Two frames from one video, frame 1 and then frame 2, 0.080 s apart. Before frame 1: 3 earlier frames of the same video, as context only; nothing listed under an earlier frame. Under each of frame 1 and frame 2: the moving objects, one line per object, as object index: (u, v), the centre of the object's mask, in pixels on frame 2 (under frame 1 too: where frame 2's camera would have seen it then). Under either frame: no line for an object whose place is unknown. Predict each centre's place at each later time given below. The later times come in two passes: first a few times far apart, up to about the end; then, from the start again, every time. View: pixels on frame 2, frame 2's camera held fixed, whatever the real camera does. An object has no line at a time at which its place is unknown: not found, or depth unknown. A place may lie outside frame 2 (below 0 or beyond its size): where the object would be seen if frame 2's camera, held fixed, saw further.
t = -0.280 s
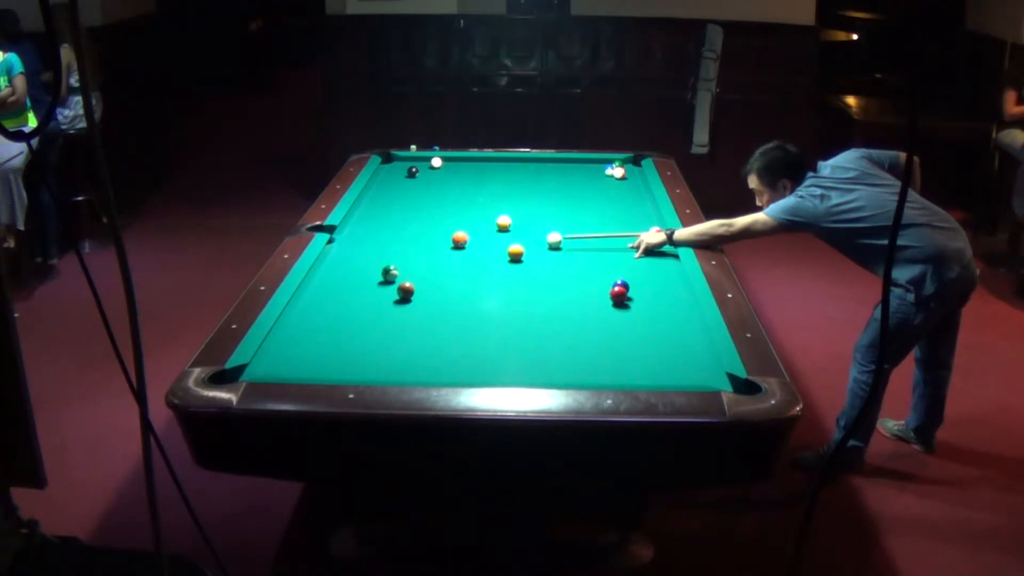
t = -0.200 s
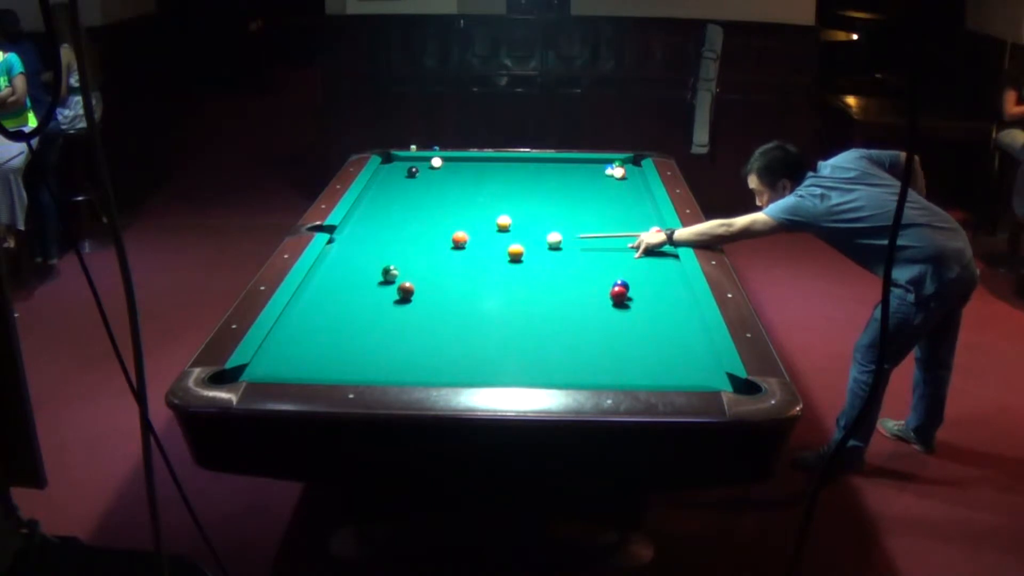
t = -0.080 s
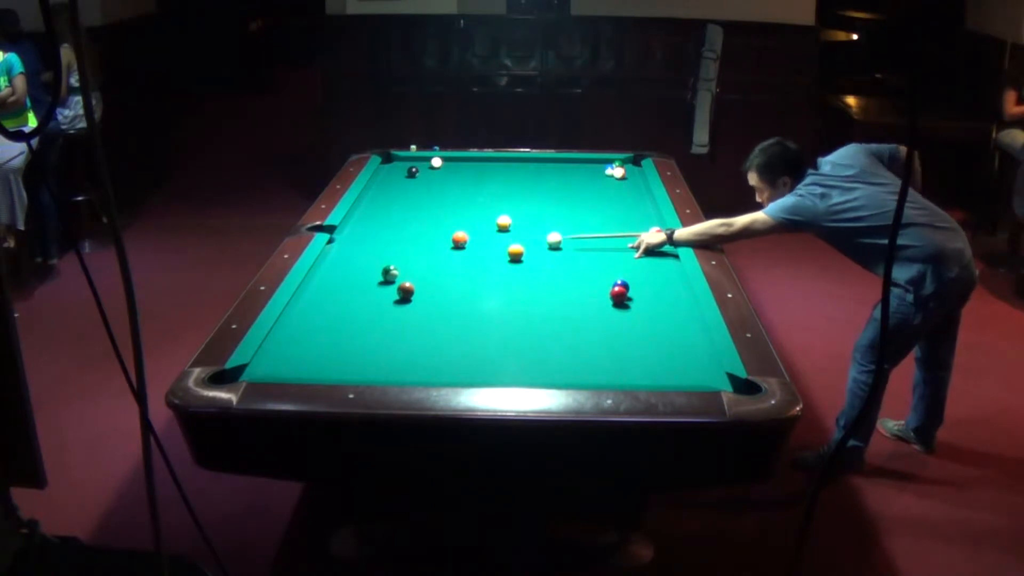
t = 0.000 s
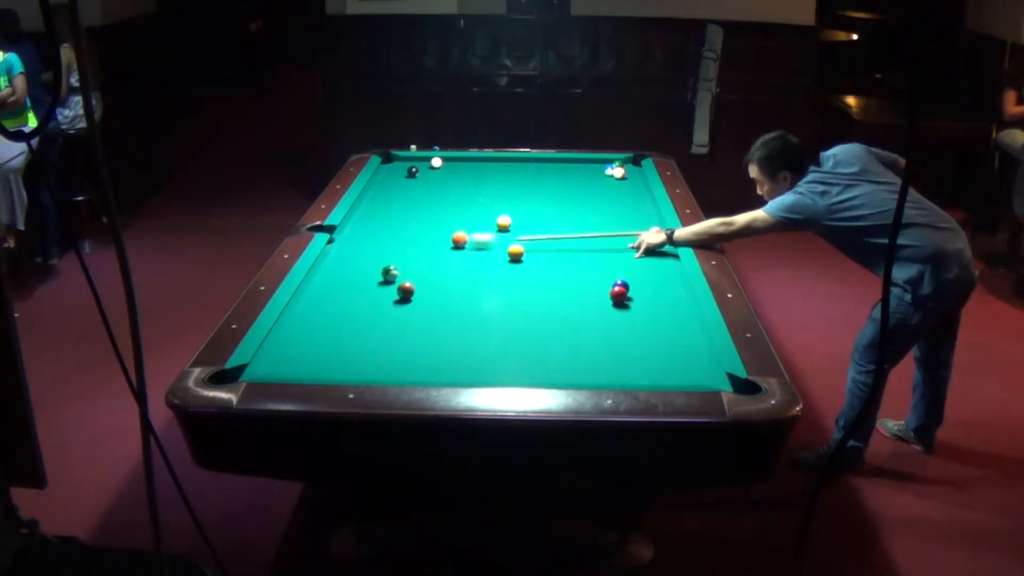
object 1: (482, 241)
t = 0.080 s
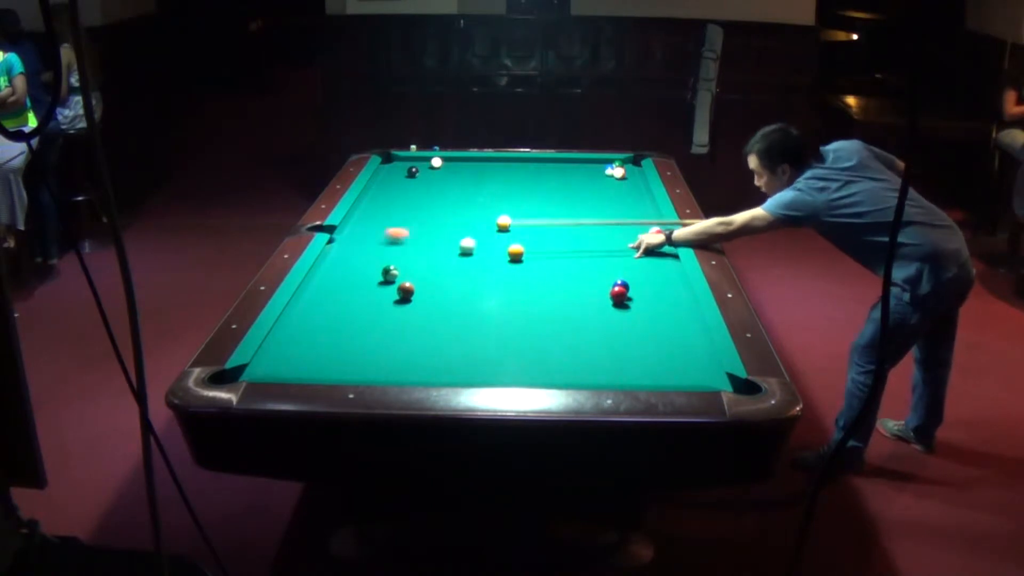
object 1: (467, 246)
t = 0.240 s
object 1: (435, 256)
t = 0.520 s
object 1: (340, 274)
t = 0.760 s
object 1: (336, 292)
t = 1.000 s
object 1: (374, 314)
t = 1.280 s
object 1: (423, 342)
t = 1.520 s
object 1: (469, 368)
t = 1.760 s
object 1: (520, 371)
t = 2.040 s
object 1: (572, 352)
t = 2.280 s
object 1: (612, 338)
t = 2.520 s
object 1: (648, 325)
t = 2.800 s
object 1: (685, 311)
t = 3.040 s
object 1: (670, 300)
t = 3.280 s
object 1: (646, 291)
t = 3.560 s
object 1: (632, 282)
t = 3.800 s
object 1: (624, 275)
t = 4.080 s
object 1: (617, 267)
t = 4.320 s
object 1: (611, 262)
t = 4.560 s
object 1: (606, 257)
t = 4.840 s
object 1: (601, 252)
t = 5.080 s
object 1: (597, 248)
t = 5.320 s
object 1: (594, 245)
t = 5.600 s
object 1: (591, 241)
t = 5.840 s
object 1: (589, 239)
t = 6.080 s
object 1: (587, 237)
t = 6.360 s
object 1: (586, 236)
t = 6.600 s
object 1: (585, 235)
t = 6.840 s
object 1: (584, 235)
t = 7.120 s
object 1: (584, 235)
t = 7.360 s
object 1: (584, 235)
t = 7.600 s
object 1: (584, 235)
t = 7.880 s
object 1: (584, 235)
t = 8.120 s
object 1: (584, 235)
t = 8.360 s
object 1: (584, 235)
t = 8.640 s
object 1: (584, 234)
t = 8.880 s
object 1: (584, 234)
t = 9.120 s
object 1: (584, 234)
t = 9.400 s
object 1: (584, 235)
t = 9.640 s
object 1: (584, 235)
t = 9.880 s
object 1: (584, 235)
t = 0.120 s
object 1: (461, 249)
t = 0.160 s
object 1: (454, 251)
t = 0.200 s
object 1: (445, 254)
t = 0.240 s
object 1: (435, 256)
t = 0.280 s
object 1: (422, 259)
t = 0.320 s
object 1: (410, 261)
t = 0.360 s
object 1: (397, 262)
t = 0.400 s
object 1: (381, 265)
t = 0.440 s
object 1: (368, 269)
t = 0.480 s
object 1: (354, 271)
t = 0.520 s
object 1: (340, 274)
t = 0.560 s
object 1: (325, 276)
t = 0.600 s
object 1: (313, 279)
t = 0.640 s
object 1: (319, 282)
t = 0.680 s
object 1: (325, 286)
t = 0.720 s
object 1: (330, 289)
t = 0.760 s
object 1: (336, 292)
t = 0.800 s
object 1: (342, 295)
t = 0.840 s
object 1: (349, 299)
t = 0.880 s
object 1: (355, 302)
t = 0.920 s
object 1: (361, 307)
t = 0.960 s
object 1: (367, 310)
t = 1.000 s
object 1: (374, 314)
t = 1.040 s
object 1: (381, 318)
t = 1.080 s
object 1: (387, 321)
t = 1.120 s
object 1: (394, 325)
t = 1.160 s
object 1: (401, 329)
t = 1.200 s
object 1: (408, 333)
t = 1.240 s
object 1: (415, 337)
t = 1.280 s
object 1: (423, 342)
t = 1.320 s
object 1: (430, 346)
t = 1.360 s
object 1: (438, 350)
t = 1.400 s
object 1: (445, 354)
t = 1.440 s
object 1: (453, 358)
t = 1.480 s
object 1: (461, 363)
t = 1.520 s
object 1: (469, 368)
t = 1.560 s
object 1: (478, 371)
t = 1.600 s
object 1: (486, 373)
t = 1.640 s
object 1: (495, 375)
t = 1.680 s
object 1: (503, 374)
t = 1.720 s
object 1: (511, 372)
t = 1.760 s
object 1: (520, 371)
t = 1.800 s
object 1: (527, 369)
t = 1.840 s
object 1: (535, 366)
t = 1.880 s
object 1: (543, 362)
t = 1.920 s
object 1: (550, 359)
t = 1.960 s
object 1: (558, 357)
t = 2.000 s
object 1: (565, 354)
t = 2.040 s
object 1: (572, 352)
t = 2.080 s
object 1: (579, 349)
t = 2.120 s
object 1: (586, 347)
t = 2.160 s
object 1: (593, 345)
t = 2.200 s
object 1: (599, 342)
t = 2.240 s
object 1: (605, 340)
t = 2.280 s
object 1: (612, 338)
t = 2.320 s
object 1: (618, 335)
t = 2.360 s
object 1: (624, 333)
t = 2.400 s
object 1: (630, 331)
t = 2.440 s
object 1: (636, 329)
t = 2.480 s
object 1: (642, 327)
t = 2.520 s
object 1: (648, 325)
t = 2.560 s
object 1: (653, 323)
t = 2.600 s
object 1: (659, 321)
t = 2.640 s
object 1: (664, 318)
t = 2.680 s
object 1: (670, 317)
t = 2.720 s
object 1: (675, 315)
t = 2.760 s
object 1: (680, 313)
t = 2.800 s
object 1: (685, 311)
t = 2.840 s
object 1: (690, 309)
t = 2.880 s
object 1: (687, 307)
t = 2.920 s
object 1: (682, 305)
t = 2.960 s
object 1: (678, 304)
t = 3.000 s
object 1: (674, 302)
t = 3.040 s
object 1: (670, 300)
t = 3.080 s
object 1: (666, 299)
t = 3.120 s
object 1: (661, 297)
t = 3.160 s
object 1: (657, 296)
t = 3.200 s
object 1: (653, 294)
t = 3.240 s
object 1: (649, 293)
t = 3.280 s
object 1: (646, 291)
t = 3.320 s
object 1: (642, 290)
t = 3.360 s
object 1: (638, 288)
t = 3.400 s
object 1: (637, 287)
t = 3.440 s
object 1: (636, 286)
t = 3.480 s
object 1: (634, 284)
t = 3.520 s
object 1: (633, 283)
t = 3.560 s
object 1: (632, 282)
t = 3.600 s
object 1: (631, 280)
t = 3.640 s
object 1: (629, 279)
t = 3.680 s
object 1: (628, 278)
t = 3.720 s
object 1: (627, 277)
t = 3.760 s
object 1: (626, 276)
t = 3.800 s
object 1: (624, 275)
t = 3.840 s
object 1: (623, 273)
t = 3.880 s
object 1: (622, 272)
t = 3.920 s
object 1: (621, 271)
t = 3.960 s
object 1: (620, 270)
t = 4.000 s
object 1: (619, 269)
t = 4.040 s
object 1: (618, 268)
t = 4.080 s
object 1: (617, 267)
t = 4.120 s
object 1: (616, 266)
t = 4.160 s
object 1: (615, 265)
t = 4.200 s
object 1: (614, 264)
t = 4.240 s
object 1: (613, 264)
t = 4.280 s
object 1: (612, 263)
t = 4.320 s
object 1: (611, 262)
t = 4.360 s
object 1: (610, 261)
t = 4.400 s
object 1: (609, 260)
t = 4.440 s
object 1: (609, 259)
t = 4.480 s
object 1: (608, 258)
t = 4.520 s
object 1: (607, 258)
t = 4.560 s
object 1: (606, 257)
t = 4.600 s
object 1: (605, 256)
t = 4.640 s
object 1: (605, 255)
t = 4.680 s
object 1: (604, 255)
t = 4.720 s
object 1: (603, 254)
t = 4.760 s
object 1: (602, 253)
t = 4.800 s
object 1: (602, 252)
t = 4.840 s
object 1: (601, 252)
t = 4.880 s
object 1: (600, 251)
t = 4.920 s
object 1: (599, 251)
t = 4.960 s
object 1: (599, 250)
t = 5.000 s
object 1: (598, 249)
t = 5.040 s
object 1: (597, 249)
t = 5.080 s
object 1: (597, 248)
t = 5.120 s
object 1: (596, 247)
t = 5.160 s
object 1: (596, 247)
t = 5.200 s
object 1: (595, 246)
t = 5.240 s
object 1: (595, 246)
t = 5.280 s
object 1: (594, 245)
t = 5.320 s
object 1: (594, 245)
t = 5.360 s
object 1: (593, 244)
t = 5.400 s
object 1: (593, 244)
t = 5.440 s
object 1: (592, 243)
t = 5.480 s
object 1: (592, 243)
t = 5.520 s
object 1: (592, 242)
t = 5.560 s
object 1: (591, 242)
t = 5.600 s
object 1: (591, 241)
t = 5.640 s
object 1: (590, 241)
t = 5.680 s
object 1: (590, 241)
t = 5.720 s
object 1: (590, 240)
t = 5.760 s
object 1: (589, 240)
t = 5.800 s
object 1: (589, 239)
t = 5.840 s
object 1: (589, 239)
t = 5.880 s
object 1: (589, 239)
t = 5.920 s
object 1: (588, 238)
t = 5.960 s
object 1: (588, 238)
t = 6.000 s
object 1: (588, 238)
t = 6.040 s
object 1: (588, 238)
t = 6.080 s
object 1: (587, 237)
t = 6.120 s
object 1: (587, 237)
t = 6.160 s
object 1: (587, 237)
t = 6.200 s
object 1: (587, 236)
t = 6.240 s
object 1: (586, 236)
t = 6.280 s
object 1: (586, 236)
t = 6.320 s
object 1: (586, 236)
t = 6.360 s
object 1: (586, 236)
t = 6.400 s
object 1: (585, 235)
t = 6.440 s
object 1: (585, 235)
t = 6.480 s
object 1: (585, 235)
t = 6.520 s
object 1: (585, 235)
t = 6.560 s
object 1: (585, 235)
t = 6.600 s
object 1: (585, 235)
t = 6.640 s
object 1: (584, 235)
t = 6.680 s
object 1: (584, 235)
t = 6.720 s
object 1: (584, 235)
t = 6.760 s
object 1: (584, 235)
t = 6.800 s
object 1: (584, 235)
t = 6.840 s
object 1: (584, 235)
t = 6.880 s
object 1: (584, 235)
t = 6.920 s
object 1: (584, 235)
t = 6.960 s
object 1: (584, 235)
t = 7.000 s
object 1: (584, 235)
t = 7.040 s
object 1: (584, 235)
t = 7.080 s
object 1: (584, 235)
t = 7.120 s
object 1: (584, 235)
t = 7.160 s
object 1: (584, 235)
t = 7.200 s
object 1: (584, 235)
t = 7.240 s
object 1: (584, 235)
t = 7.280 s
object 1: (584, 235)
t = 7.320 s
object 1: (584, 235)
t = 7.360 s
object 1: (584, 235)
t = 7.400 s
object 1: (584, 235)
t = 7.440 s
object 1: (584, 235)
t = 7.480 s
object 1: (584, 235)
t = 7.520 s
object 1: (584, 235)
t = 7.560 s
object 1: (584, 235)
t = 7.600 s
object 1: (584, 235)
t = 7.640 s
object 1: (584, 235)
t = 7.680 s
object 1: (584, 235)
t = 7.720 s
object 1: (584, 235)
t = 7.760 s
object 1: (584, 235)
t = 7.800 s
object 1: (584, 235)
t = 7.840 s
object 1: (584, 235)
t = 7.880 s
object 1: (584, 235)
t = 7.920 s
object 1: (584, 235)
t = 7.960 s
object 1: (584, 235)
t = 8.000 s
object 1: (584, 235)
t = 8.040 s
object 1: (584, 235)
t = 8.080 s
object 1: (584, 235)
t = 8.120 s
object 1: (584, 235)
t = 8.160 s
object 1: (584, 235)
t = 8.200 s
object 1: (584, 235)
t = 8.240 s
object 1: (584, 235)
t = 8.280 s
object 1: (584, 235)
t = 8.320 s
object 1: (584, 235)
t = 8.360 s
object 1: (584, 235)
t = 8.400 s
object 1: (584, 235)
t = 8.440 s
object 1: (584, 234)
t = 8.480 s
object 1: (584, 234)
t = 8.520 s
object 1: (584, 234)
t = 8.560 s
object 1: (584, 234)
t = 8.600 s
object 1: (584, 234)
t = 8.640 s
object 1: (584, 234)
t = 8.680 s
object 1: (584, 235)
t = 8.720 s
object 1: (584, 235)
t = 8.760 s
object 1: (584, 234)
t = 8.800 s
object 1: (584, 234)
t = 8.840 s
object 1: (584, 234)
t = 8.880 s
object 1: (584, 234)
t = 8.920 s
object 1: (584, 234)
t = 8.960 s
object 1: (584, 234)
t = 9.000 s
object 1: (584, 234)
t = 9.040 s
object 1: (584, 234)
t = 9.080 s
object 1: (584, 234)
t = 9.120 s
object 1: (584, 234)
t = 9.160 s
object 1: (584, 234)
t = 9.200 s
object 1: (584, 235)
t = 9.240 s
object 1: (584, 235)
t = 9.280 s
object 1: (584, 235)
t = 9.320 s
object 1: (584, 234)
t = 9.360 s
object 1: (584, 235)
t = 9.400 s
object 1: (584, 235)
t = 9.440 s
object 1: (584, 235)
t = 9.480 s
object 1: (584, 235)
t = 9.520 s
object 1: (584, 235)
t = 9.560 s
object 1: (584, 235)
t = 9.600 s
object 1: (584, 235)
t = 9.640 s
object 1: (584, 235)
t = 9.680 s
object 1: (584, 235)
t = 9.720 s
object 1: (584, 235)
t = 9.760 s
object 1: (584, 235)
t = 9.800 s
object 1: (584, 235)
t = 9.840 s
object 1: (584, 235)
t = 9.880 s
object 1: (584, 235)
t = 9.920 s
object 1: (584, 235)
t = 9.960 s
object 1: (584, 235)
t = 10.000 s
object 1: (584, 235)
